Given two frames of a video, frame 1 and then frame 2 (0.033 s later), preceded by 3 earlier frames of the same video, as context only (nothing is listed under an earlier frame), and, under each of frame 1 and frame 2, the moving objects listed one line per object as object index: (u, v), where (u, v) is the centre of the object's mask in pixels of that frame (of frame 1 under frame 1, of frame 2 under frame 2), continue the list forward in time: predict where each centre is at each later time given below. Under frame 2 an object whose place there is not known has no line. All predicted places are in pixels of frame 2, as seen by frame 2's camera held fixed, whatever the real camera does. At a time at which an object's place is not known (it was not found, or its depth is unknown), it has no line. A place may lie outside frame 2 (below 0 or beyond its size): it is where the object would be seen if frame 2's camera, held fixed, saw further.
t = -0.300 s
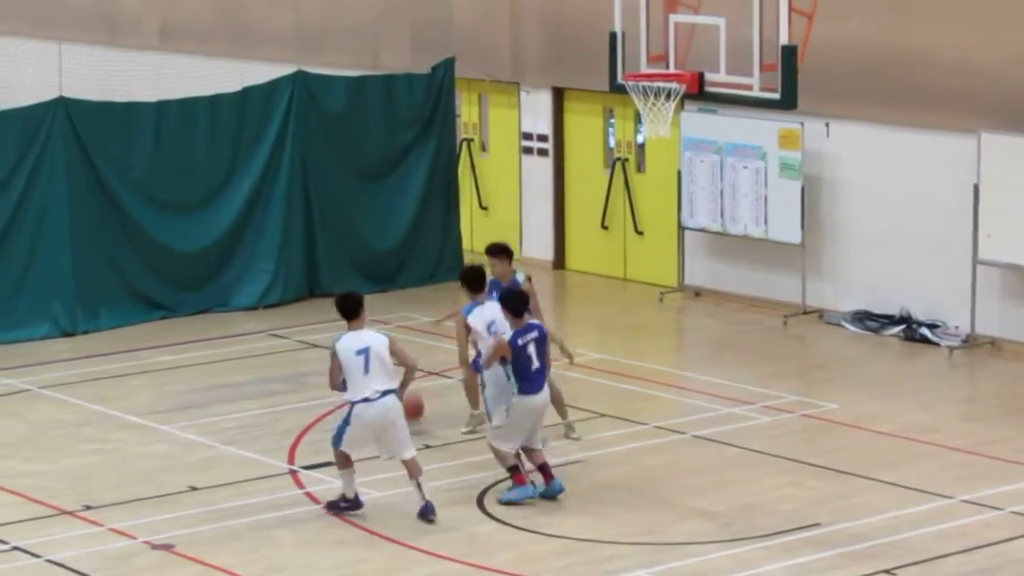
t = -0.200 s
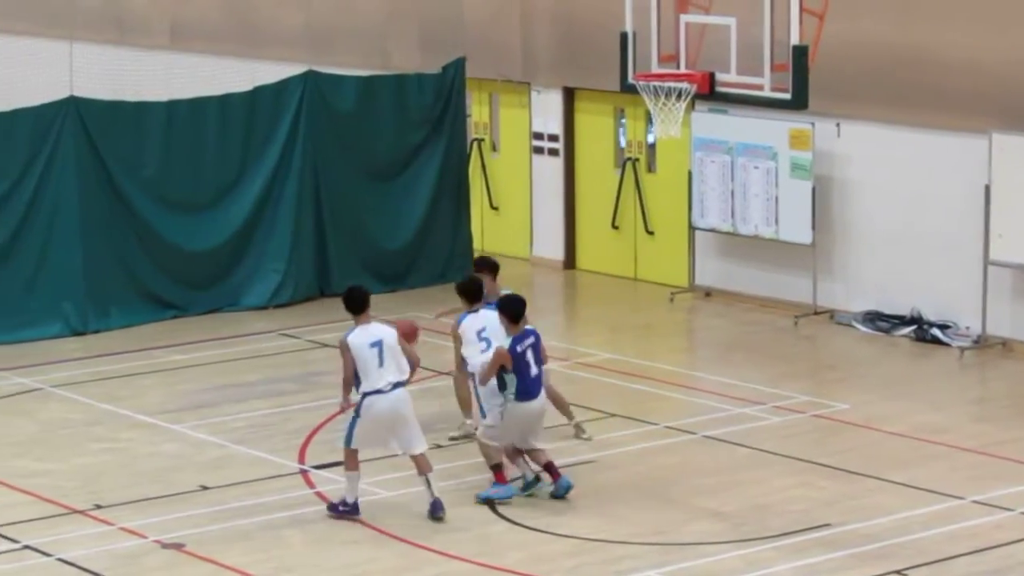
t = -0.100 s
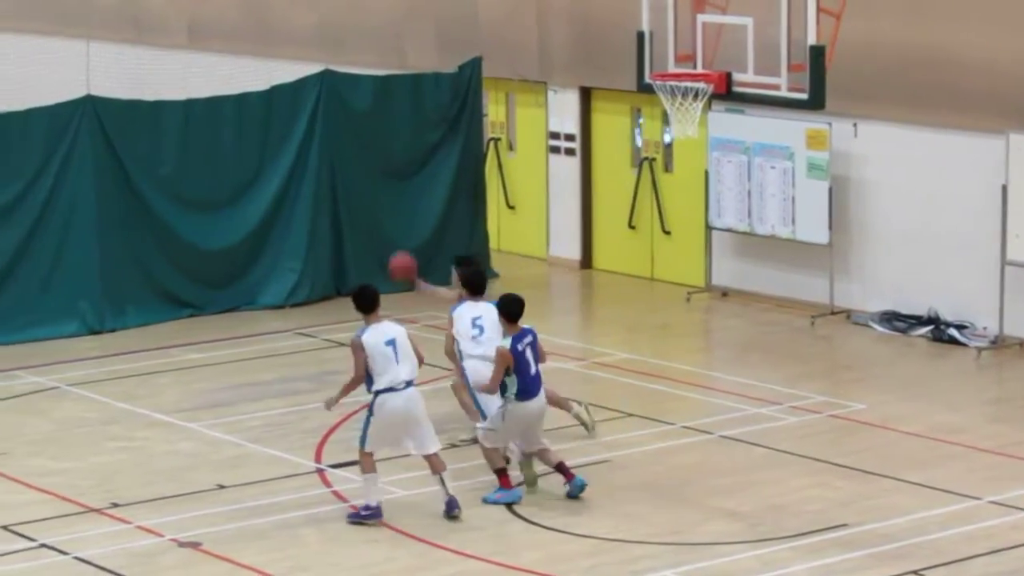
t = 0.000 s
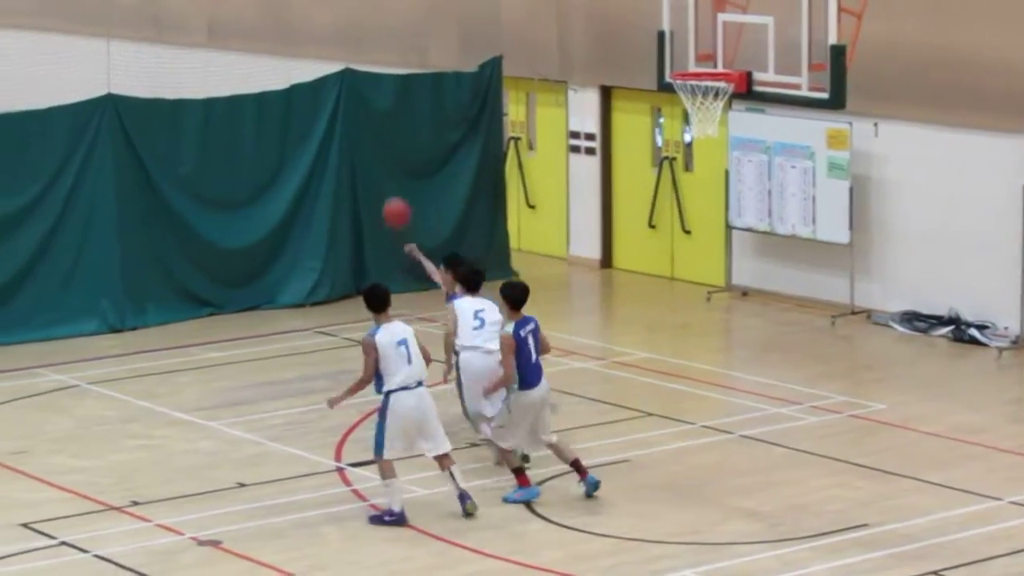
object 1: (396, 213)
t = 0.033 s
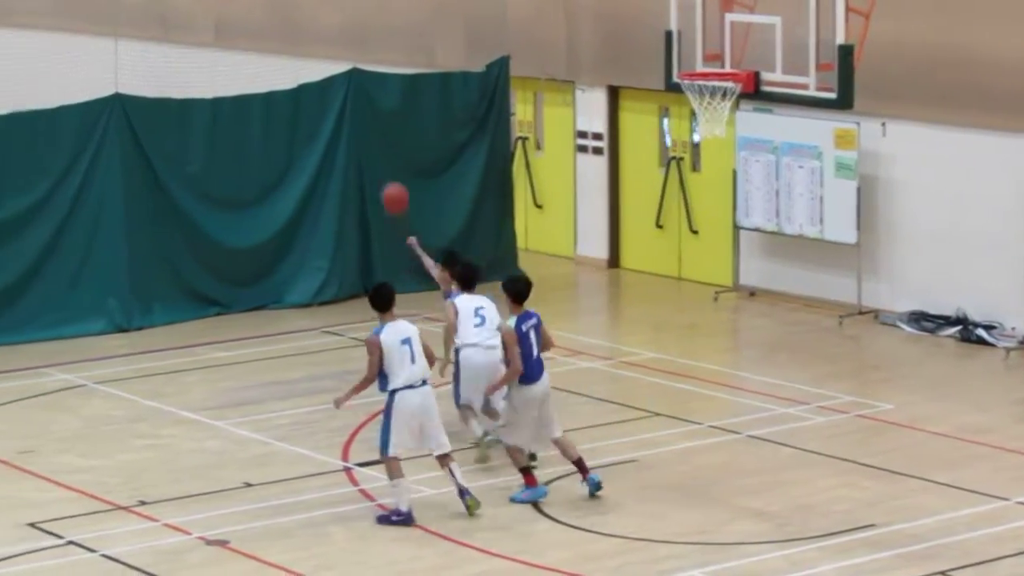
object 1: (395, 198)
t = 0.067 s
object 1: (387, 185)
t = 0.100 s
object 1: (378, 172)
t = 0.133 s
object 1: (370, 162)
